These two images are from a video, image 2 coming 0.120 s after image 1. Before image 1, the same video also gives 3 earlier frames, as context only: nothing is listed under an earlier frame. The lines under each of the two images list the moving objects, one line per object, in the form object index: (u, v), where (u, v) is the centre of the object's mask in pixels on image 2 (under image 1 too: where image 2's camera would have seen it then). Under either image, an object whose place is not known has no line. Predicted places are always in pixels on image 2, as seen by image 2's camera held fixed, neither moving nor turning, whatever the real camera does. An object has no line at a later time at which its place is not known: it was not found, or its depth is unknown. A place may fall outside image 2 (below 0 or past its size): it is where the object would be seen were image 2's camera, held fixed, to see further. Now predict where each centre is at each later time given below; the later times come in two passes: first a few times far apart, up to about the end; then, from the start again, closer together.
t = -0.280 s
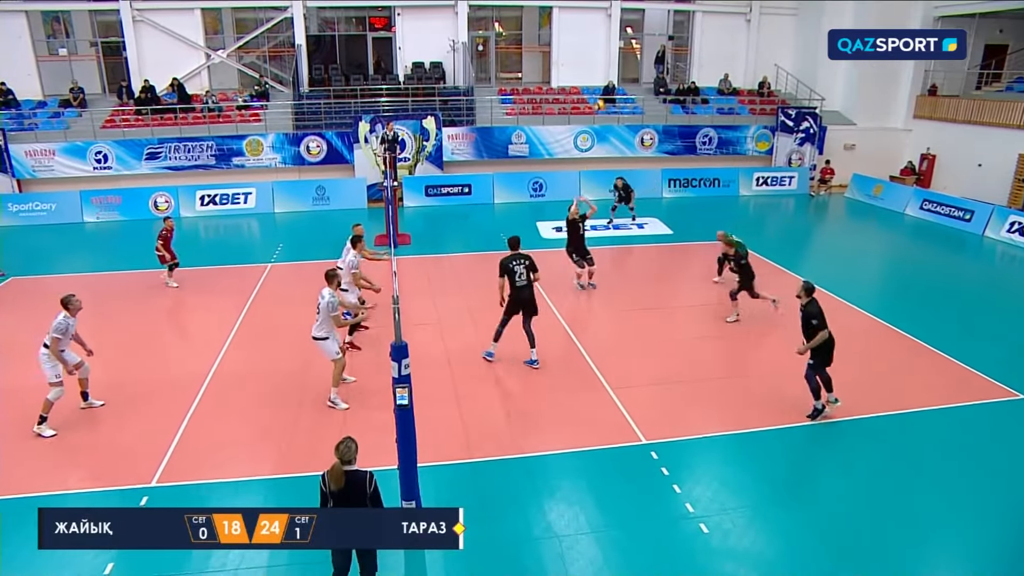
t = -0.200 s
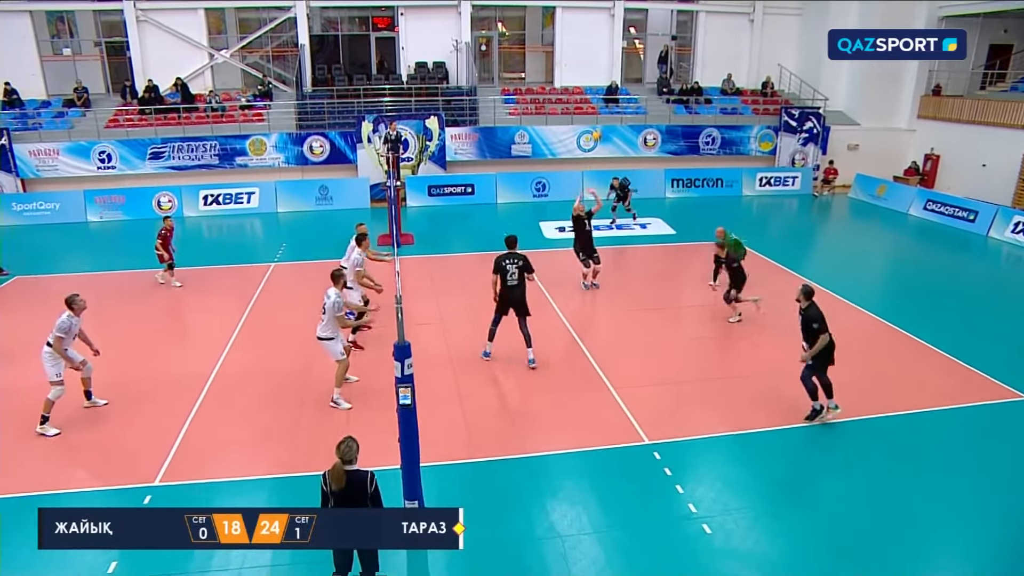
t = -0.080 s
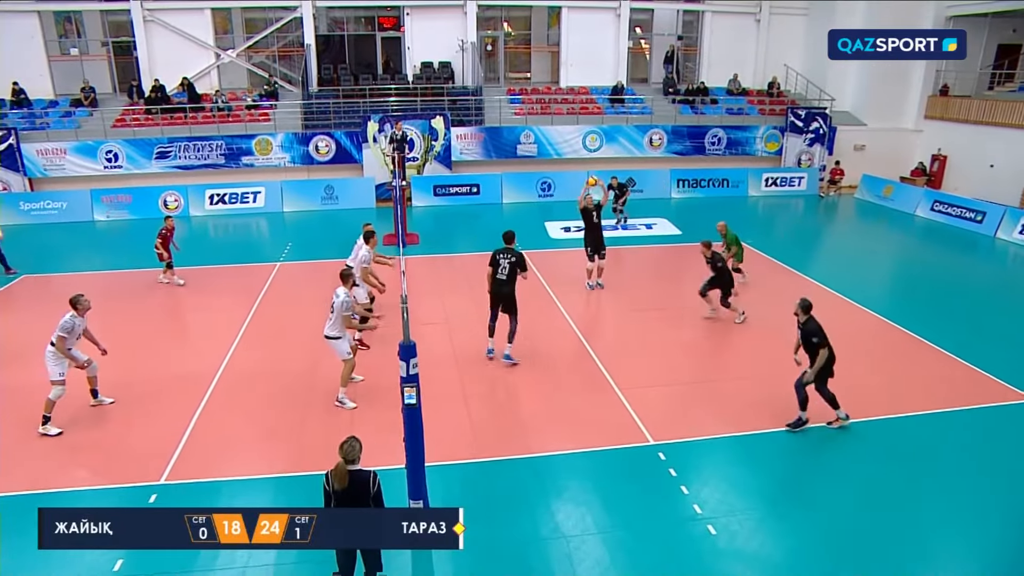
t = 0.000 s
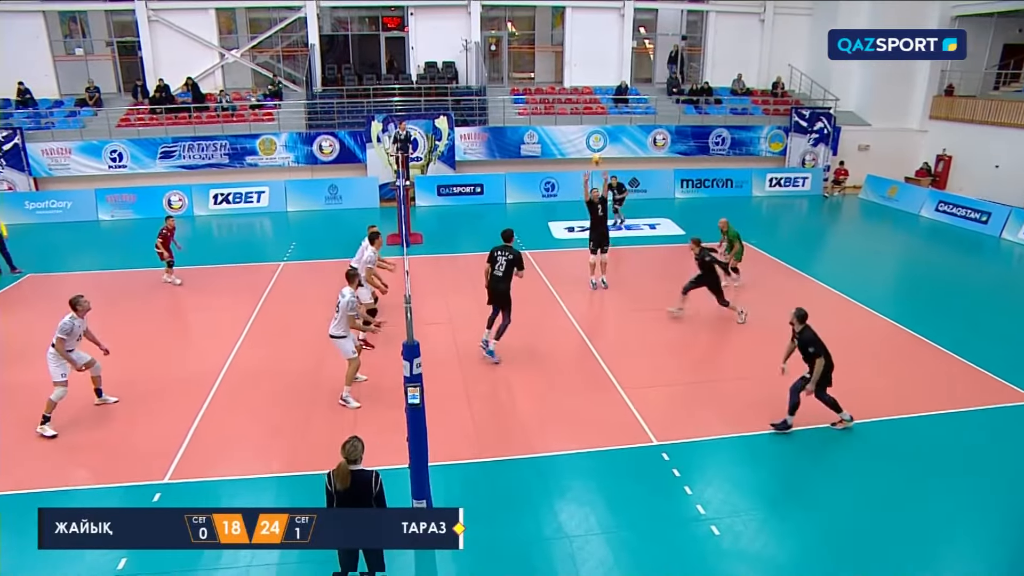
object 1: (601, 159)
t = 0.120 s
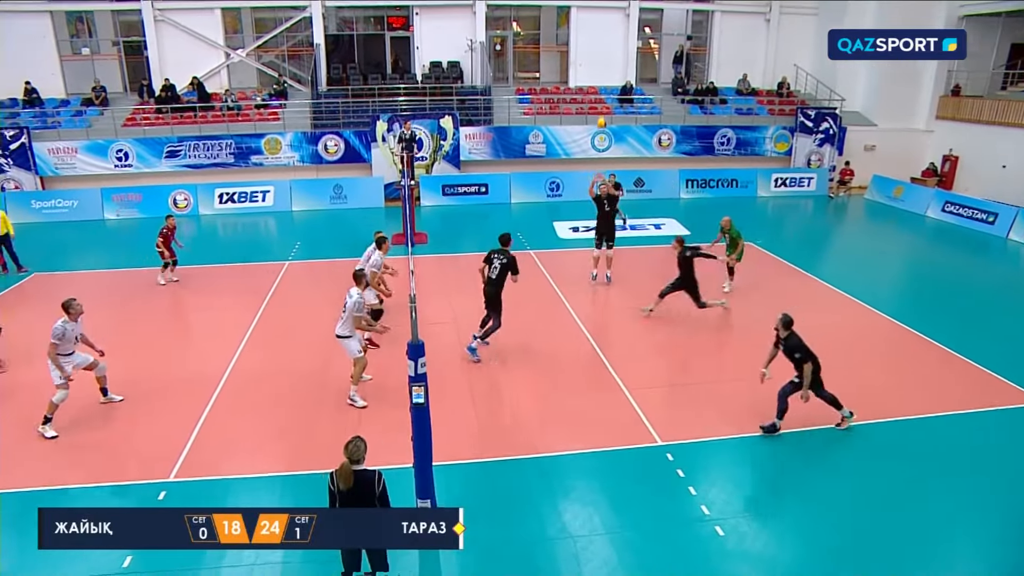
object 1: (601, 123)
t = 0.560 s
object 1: (601, 31)
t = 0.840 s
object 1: (597, 29)
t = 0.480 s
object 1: (601, 41)
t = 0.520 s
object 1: (601, 36)
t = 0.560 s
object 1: (601, 31)
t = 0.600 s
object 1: (601, 28)
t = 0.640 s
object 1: (600, 25)
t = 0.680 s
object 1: (600, 24)
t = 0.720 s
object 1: (599, 24)
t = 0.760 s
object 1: (599, 24)
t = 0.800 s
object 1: (598, 26)
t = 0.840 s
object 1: (597, 29)
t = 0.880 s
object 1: (596, 33)
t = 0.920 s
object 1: (595, 40)
